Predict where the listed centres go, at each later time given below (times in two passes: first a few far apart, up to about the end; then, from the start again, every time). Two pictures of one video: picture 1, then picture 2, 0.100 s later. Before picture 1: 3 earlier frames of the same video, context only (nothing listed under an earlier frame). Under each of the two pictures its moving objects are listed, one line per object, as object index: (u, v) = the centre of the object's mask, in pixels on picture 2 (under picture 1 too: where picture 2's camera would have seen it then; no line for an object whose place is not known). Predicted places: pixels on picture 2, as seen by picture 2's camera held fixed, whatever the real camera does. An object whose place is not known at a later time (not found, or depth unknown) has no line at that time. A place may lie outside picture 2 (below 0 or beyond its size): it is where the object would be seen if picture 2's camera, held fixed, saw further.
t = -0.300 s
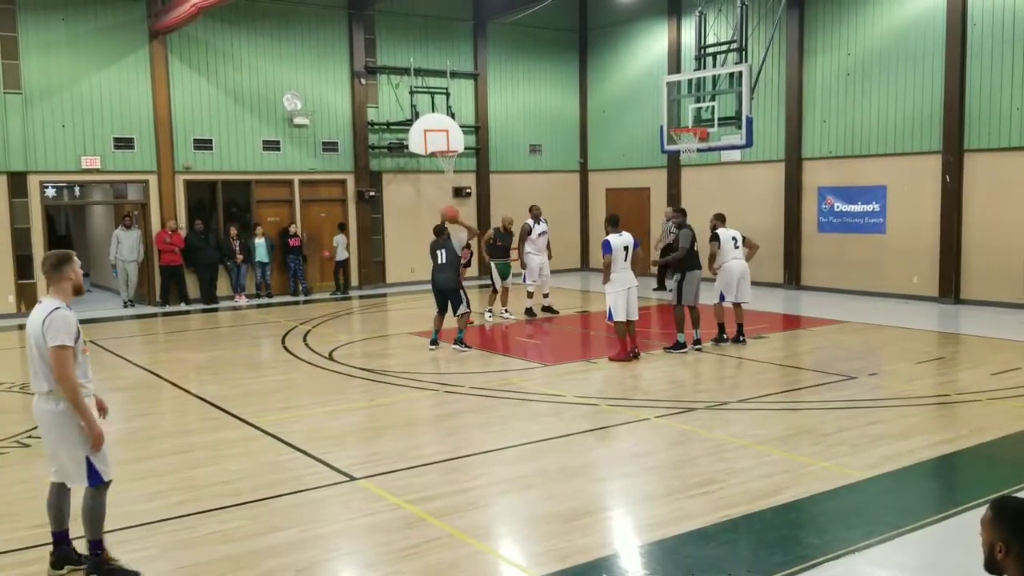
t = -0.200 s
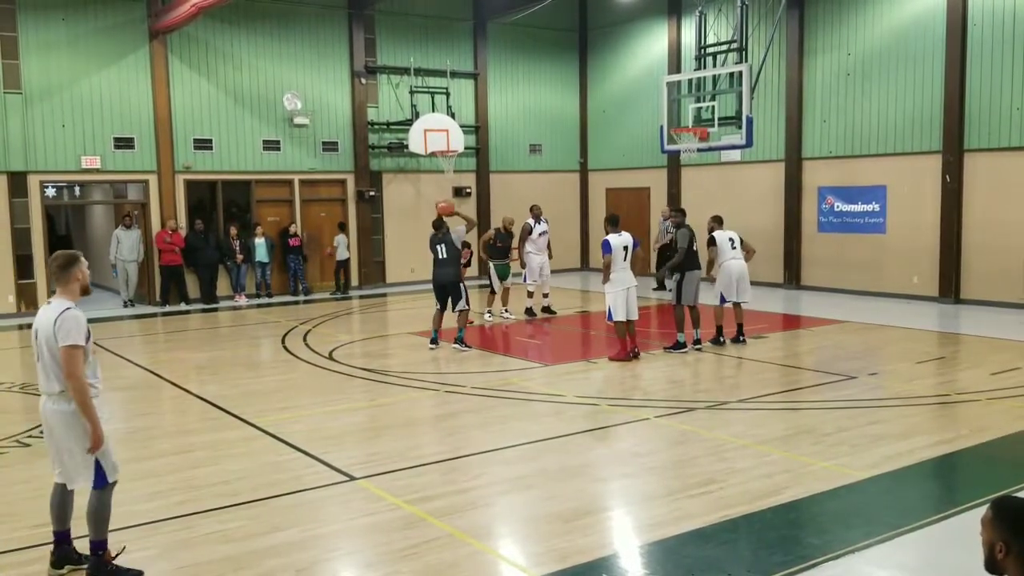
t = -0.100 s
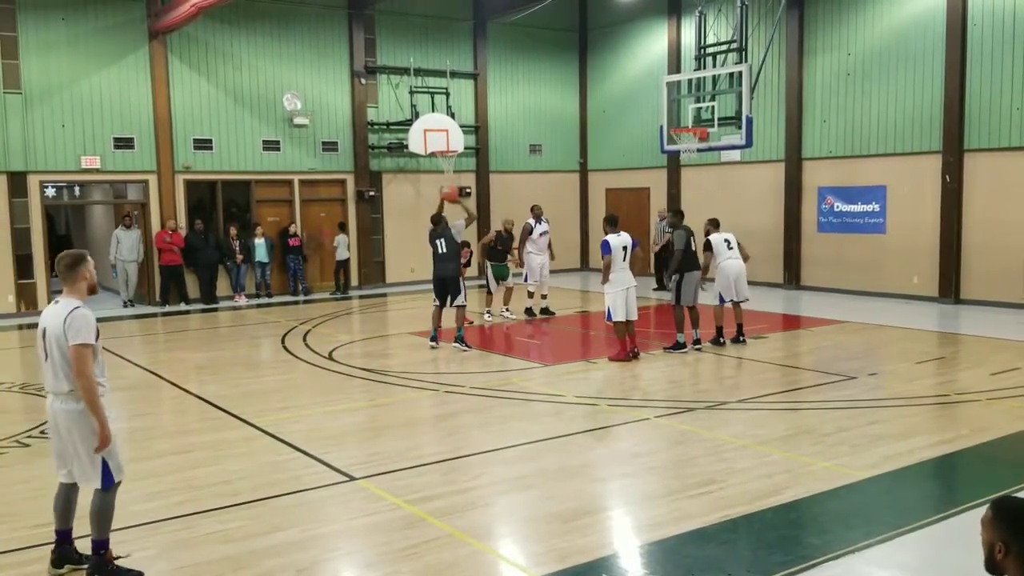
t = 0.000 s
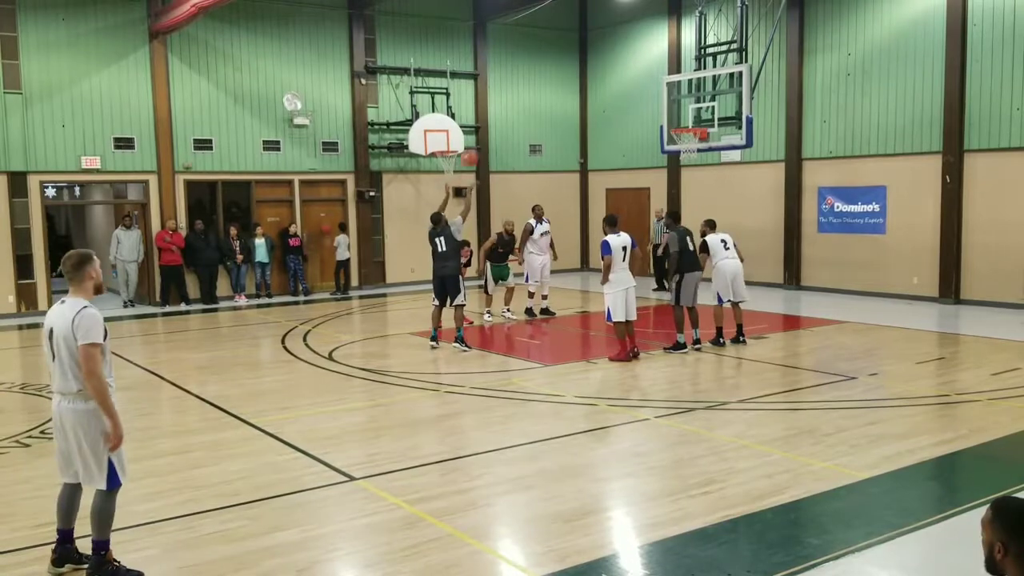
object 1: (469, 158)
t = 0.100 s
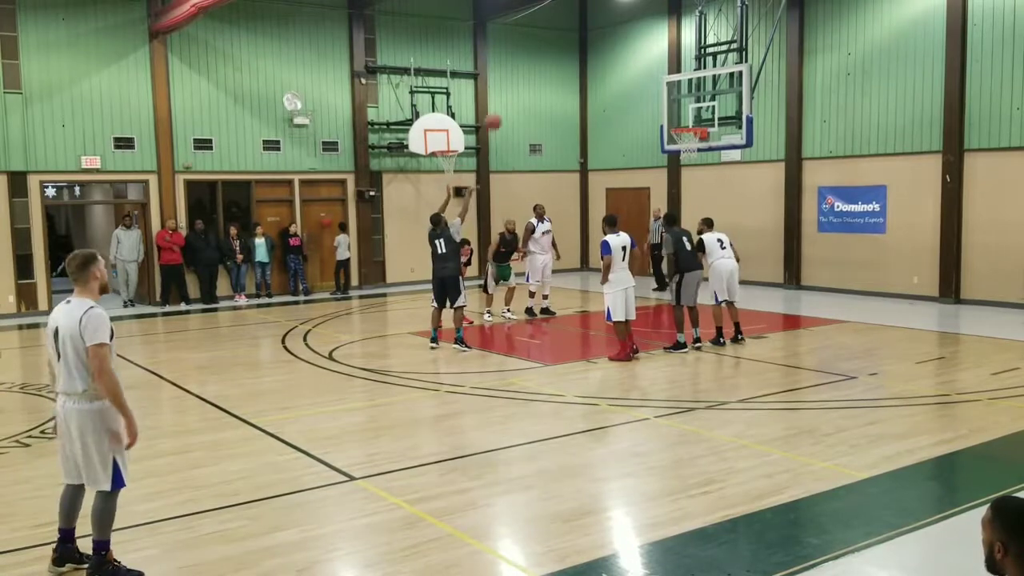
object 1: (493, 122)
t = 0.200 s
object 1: (517, 94)
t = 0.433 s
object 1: (570, 55)
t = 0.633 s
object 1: (612, 55)
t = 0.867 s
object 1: (658, 85)
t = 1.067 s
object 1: (685, 126)
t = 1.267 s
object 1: (685, 121)
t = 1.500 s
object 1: (680, 120)
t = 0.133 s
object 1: (501, 112)
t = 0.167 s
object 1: (508, 102)
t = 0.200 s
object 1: (517, 94)
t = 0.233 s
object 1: (525, 86)
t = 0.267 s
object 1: (532, 79)
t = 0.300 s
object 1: (539, 73)
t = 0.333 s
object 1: (547, 68)
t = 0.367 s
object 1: (555, 63)
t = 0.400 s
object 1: (562, 59)
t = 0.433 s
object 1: (570, 55)
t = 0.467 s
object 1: (577, 54)
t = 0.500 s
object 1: (583, 52)
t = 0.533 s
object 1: (591, 51)
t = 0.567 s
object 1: (598, 52)
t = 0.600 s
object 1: (605, 53)
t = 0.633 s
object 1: (612, 55)
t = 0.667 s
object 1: (619, 58)
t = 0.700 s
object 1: (625, 60)
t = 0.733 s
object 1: (632, 64)
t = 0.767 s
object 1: (639, 68)
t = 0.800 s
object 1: (646, 73)
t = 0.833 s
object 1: (652, 79)
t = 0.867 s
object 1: (658, 85)
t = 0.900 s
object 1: (665, 92)
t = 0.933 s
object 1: (671, 99)
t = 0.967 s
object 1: (677, 108)
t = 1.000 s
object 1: (684, 116)
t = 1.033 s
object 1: (690, 123)
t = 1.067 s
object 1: (685, 126)
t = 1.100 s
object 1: (682, 126)
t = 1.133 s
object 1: (685, 126)
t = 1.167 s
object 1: (685, 126)
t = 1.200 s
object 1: (685, 123)
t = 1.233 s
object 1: (685, 122)
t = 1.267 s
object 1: (685, 121)
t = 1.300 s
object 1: (685, 122)
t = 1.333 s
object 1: (684, 121)
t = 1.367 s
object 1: (683, 120)
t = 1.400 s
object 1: (681, 119)
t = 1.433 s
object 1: (681, 120)
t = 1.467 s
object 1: (680, 120)
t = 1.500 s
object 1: (680, 120)
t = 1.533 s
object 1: (680, 120)
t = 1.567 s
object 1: (680, 120)
